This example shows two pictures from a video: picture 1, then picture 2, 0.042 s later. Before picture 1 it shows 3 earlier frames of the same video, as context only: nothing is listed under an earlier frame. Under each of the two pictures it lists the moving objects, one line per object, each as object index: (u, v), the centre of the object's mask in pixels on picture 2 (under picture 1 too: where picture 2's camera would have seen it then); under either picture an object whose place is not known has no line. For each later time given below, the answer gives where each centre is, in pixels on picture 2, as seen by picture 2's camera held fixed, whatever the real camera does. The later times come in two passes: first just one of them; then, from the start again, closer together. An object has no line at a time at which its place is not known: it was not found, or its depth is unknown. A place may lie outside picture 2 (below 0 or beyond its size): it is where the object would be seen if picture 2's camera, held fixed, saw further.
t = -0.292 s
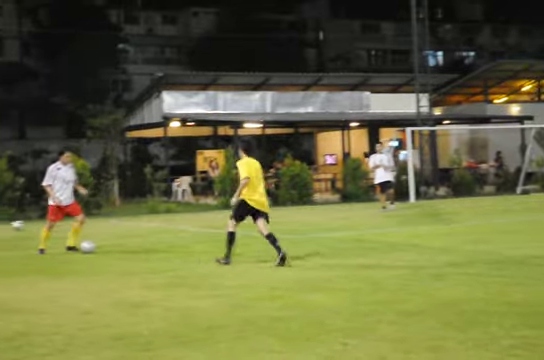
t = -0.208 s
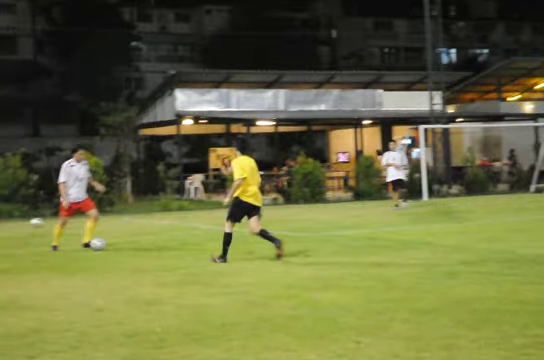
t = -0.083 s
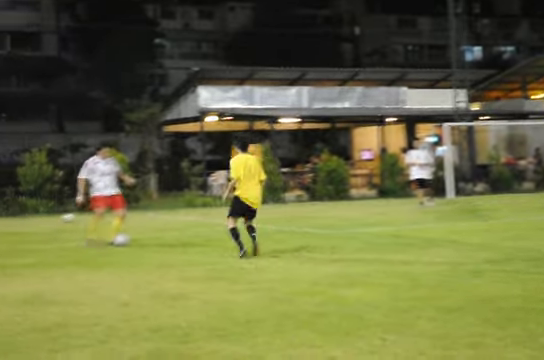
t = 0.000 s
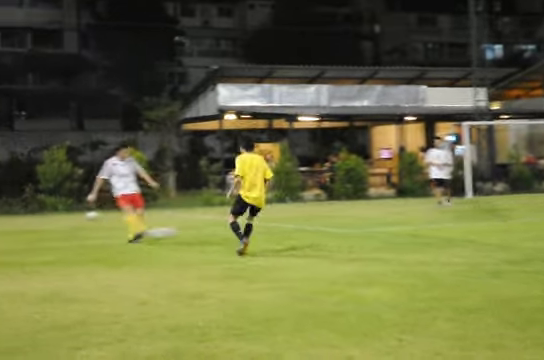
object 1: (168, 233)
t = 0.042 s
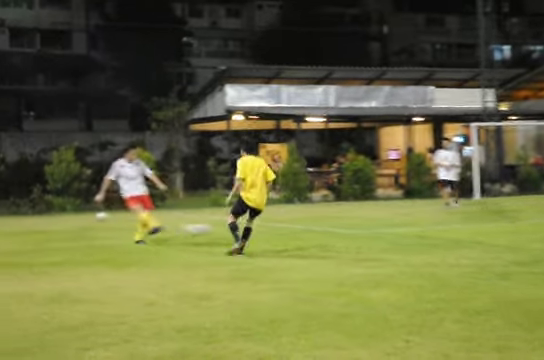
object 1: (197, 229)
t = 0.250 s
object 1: (339, 222)
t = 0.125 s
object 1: (255, 221)
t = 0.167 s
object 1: (280, 221)
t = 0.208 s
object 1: (309, 221)
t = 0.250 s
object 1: (339, 222)
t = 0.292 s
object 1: (371, 225)
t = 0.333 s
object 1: (401, 227)
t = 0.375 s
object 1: (433, 232)
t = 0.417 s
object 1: (466, 238)
